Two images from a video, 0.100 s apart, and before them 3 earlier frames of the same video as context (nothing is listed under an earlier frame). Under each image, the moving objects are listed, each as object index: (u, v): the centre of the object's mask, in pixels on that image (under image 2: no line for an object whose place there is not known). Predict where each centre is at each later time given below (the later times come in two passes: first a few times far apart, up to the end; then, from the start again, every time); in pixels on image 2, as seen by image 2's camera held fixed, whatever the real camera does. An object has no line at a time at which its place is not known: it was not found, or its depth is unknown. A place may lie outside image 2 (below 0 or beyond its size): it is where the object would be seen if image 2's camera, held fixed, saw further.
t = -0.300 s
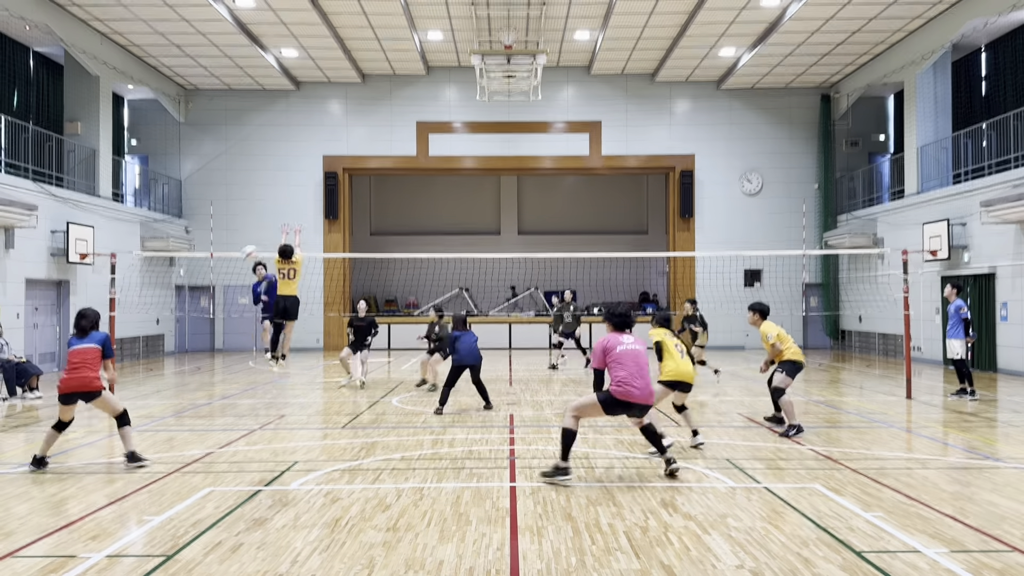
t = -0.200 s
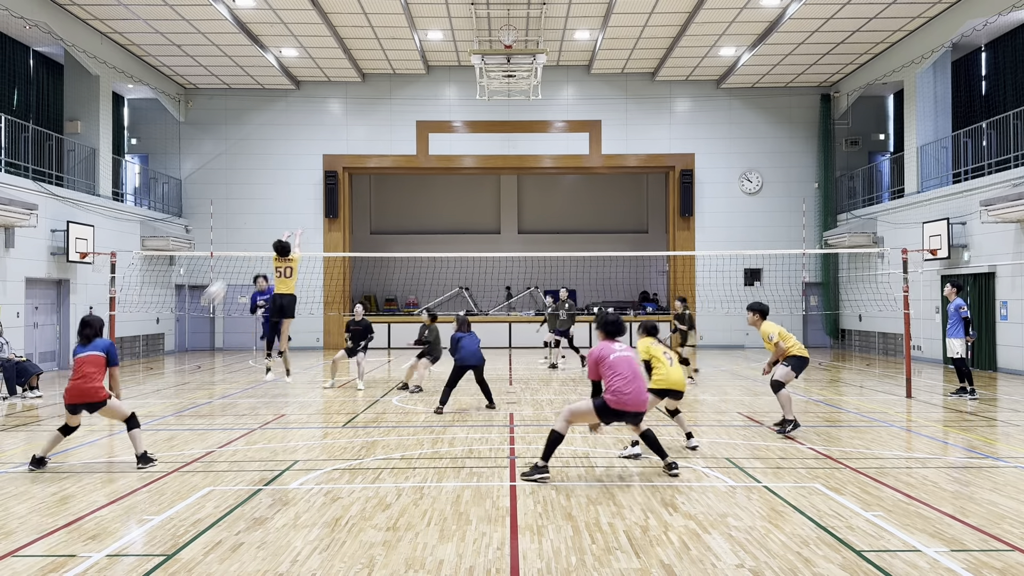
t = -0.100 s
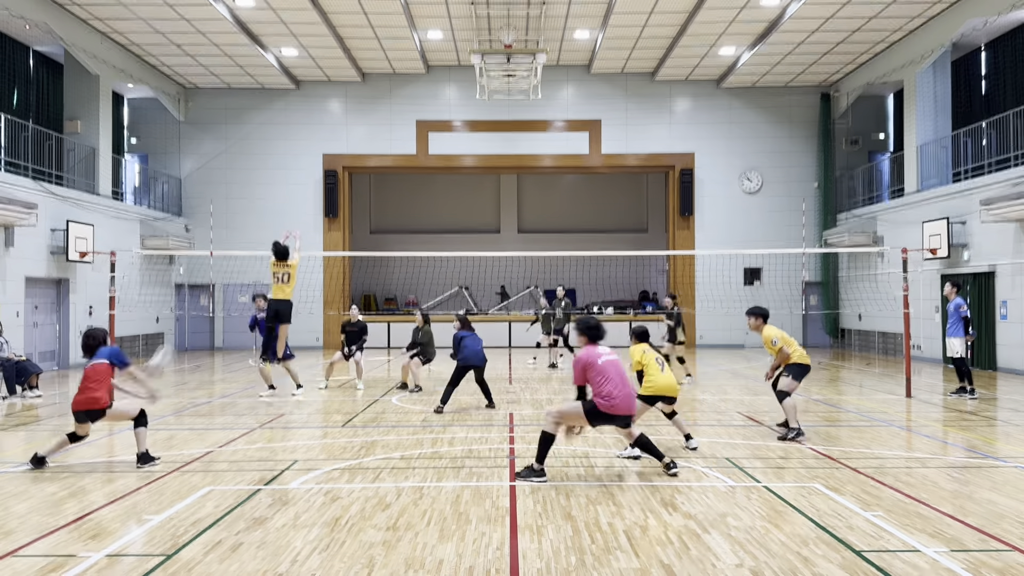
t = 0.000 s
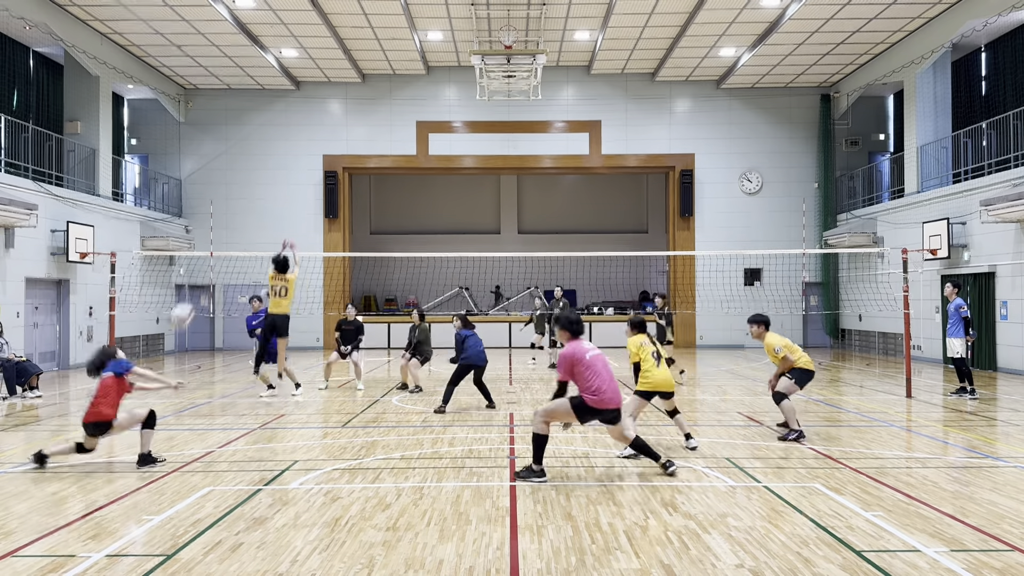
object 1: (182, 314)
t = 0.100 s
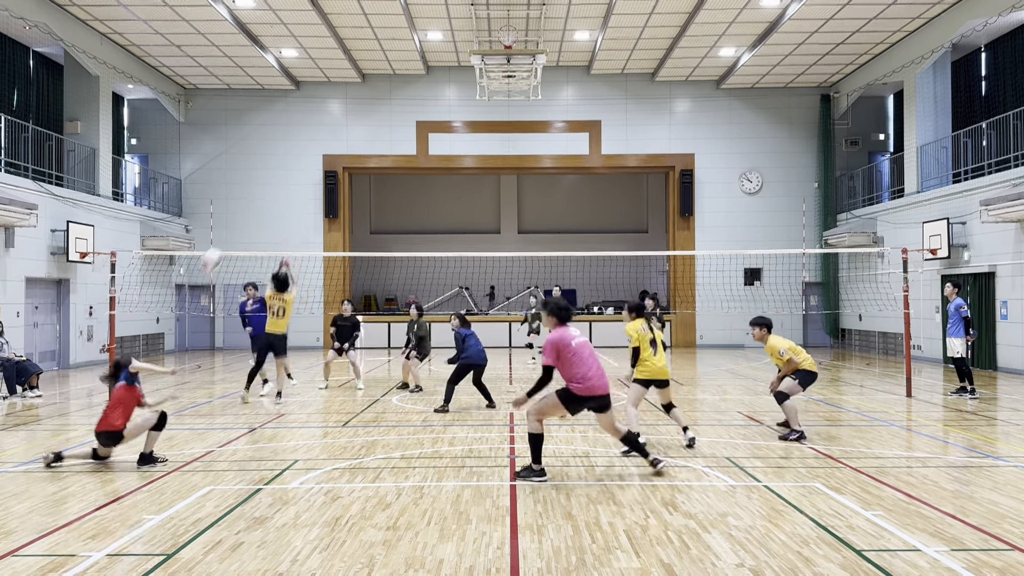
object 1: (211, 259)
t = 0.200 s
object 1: (238, 220)
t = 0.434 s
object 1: (287, 171)
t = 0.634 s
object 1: (322, 168)
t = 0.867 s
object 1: (355, 196)
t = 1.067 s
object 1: (379, 240)
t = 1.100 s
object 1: (382, 247)
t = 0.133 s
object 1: (220, 241)
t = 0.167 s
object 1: (228, 231)
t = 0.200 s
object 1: (238, 220)
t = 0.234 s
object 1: (246, 208)
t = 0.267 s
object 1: (254, 198)
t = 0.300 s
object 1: (261, 191)
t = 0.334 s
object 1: (268, 184)
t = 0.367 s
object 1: (275, 179)
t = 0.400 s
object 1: (281, 175)
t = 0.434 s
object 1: (287, 171)
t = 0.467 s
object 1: (293, 169)
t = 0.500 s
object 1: (299, 166)
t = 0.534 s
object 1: (305, 166)
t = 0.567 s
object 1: (311, 166)
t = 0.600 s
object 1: (316, 167)
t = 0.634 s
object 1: (322, 168)
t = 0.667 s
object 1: (327, 171)
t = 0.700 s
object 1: (331, 174)
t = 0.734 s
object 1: (336, 177)
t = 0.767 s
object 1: (341, 181)
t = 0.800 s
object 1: (345, 185)
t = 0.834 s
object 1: (350, 190)
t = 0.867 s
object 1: (355, 196)
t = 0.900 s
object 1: (359, 202)
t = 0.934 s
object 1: (363, 209)
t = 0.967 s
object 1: (367, 216)
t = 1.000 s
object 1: (371, 224)
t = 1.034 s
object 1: (375, 232)
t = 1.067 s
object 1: (379, 240)
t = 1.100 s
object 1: (382, 247)
